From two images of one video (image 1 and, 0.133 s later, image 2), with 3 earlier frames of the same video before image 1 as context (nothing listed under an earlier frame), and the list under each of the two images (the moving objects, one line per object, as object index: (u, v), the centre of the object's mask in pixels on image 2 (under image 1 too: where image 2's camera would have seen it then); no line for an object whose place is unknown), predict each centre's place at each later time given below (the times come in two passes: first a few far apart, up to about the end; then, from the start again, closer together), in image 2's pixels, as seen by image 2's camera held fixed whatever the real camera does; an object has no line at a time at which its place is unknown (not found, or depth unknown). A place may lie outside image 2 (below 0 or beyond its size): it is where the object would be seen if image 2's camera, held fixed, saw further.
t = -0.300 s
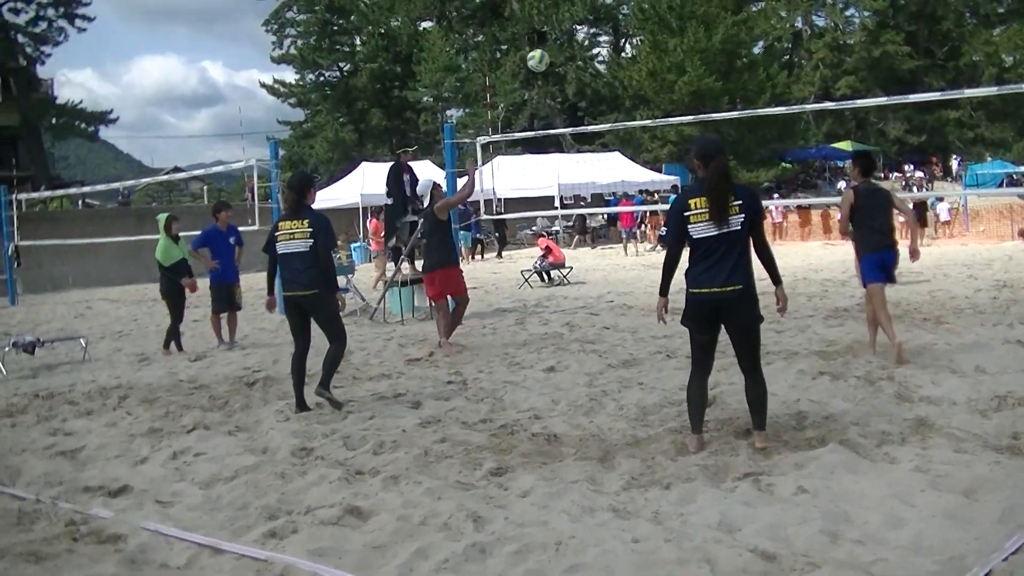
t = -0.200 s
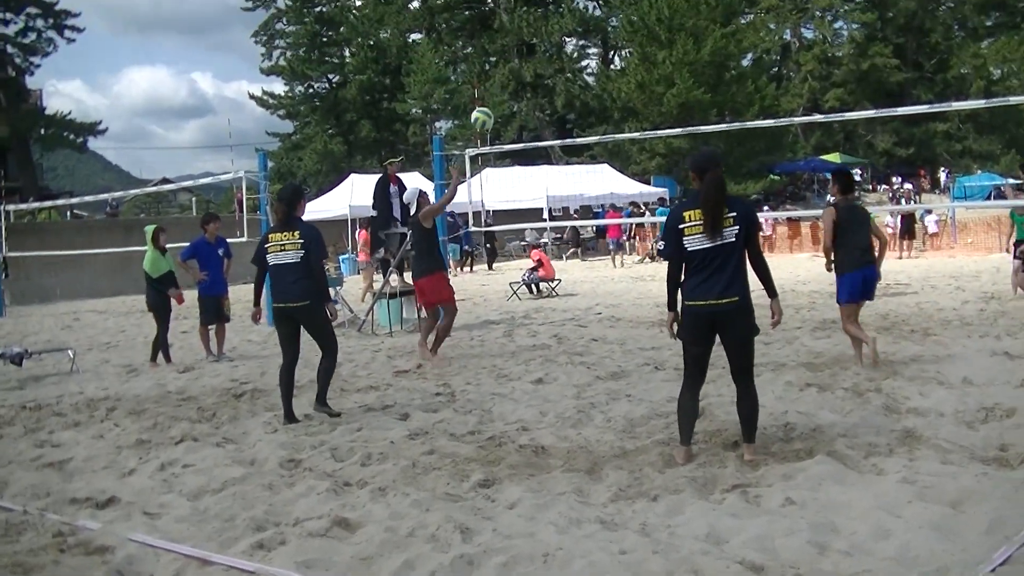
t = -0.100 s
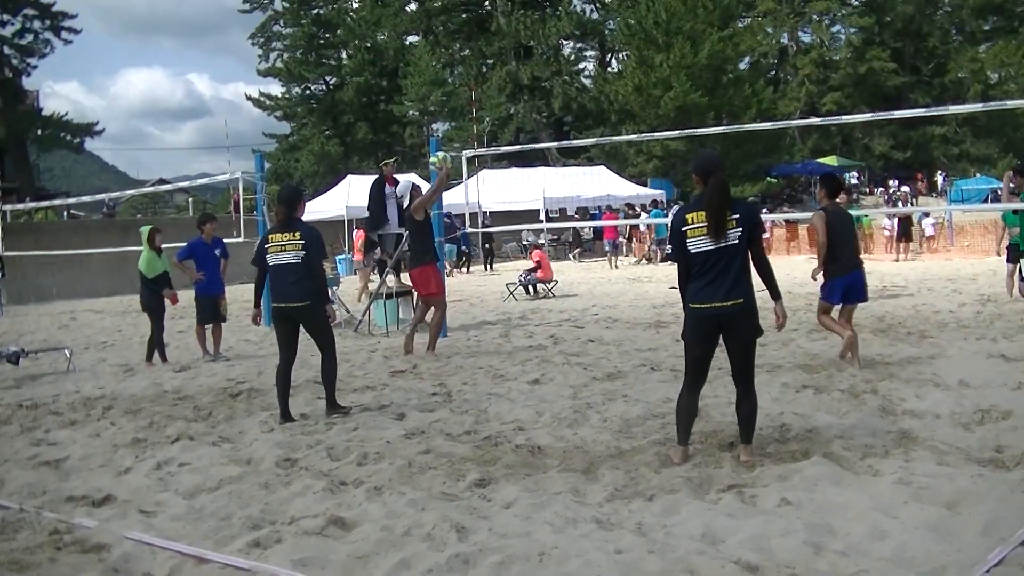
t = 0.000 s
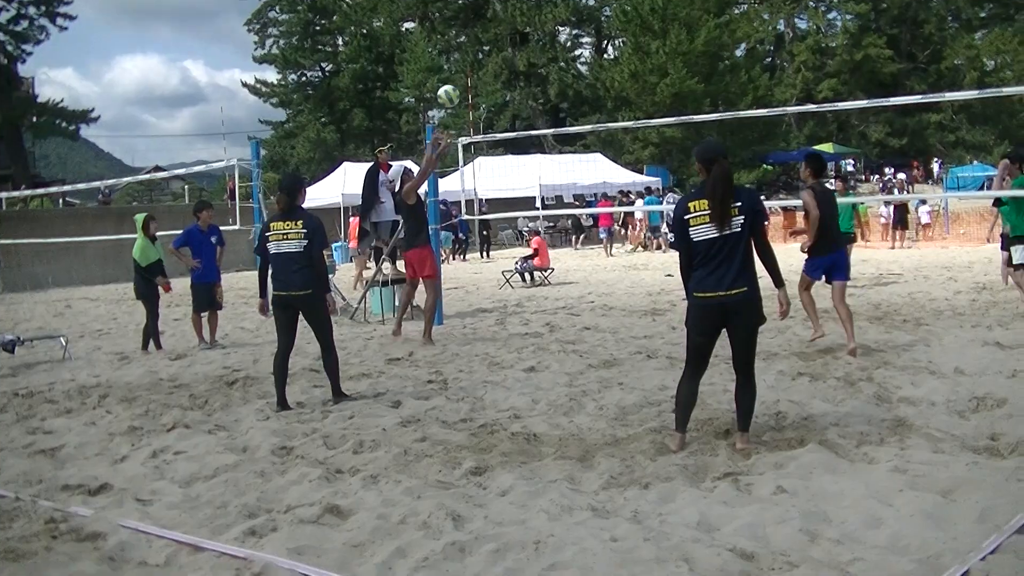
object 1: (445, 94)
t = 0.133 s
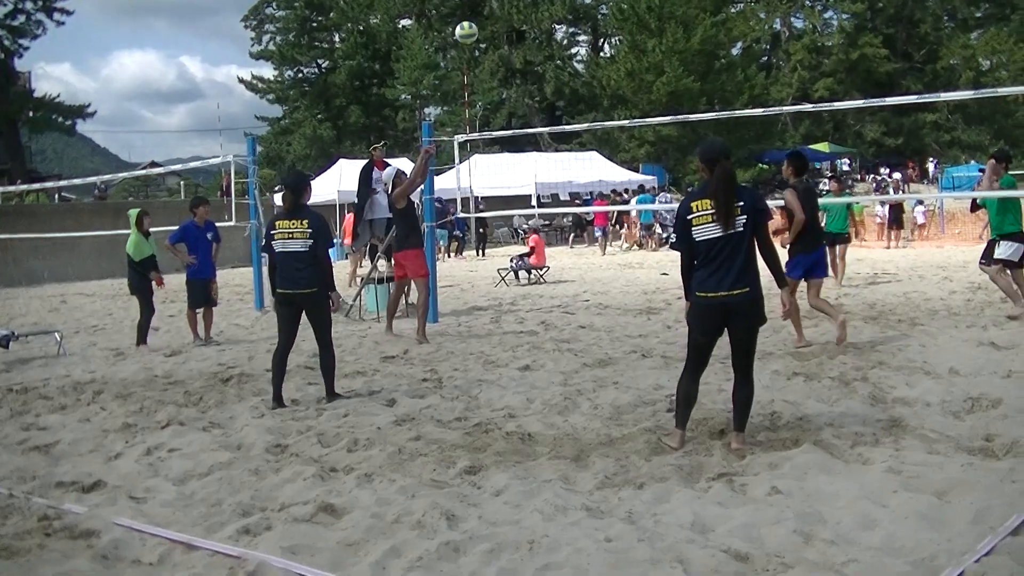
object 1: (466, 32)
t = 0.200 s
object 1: (478, 6)
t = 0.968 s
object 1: (622, 47)
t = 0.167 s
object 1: (472, 18)
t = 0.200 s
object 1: (478, 6)
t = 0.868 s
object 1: (601, 7)
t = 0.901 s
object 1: (607, 19)
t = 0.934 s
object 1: (614, 33)
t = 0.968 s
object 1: (622, 47)
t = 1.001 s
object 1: (629, 64)
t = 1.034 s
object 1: (636, 81)
